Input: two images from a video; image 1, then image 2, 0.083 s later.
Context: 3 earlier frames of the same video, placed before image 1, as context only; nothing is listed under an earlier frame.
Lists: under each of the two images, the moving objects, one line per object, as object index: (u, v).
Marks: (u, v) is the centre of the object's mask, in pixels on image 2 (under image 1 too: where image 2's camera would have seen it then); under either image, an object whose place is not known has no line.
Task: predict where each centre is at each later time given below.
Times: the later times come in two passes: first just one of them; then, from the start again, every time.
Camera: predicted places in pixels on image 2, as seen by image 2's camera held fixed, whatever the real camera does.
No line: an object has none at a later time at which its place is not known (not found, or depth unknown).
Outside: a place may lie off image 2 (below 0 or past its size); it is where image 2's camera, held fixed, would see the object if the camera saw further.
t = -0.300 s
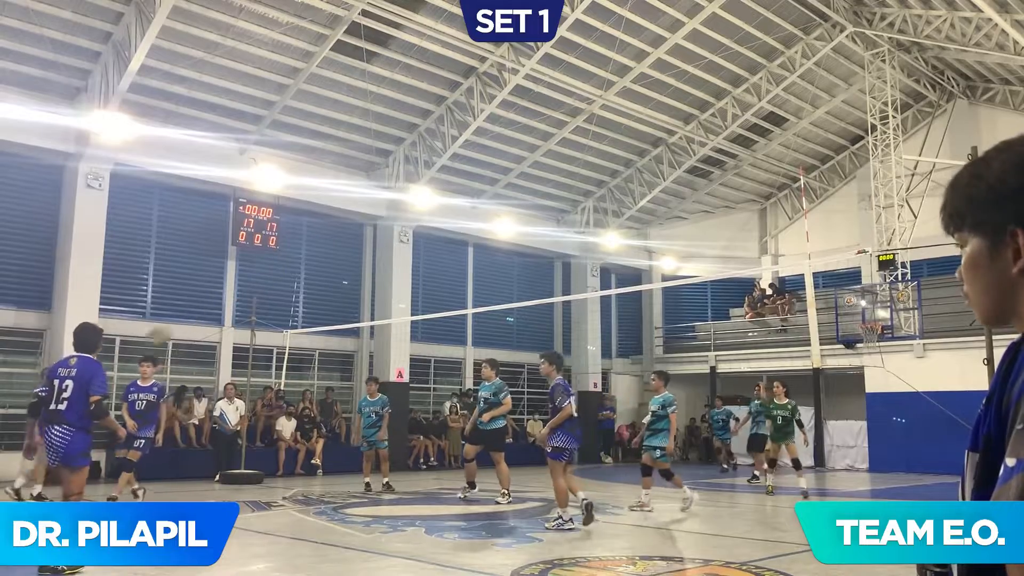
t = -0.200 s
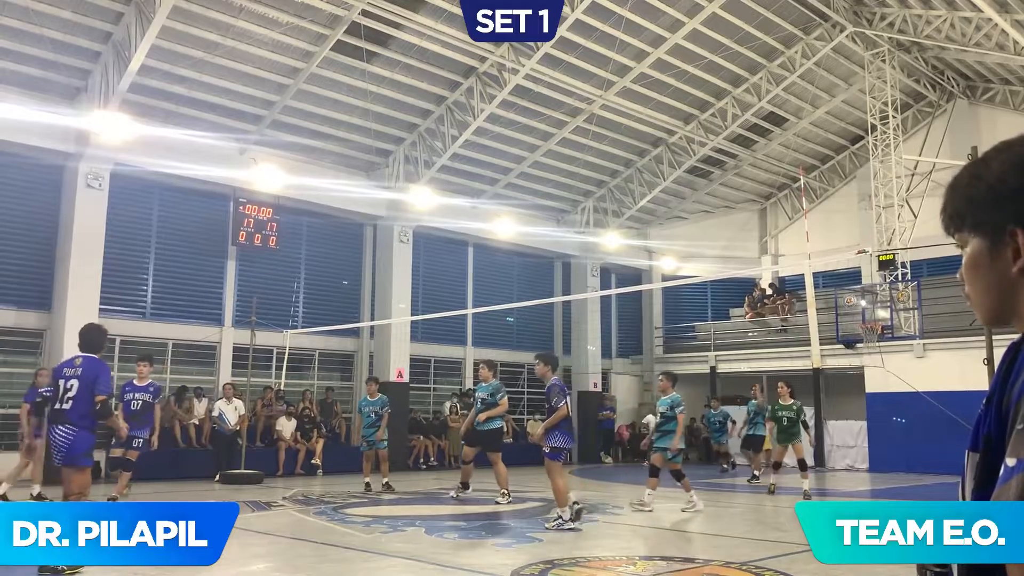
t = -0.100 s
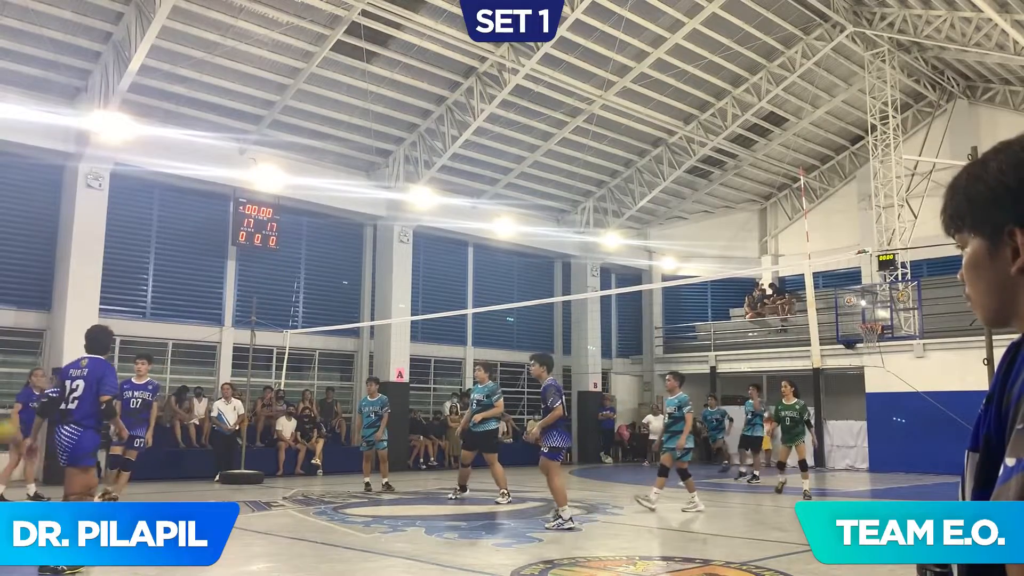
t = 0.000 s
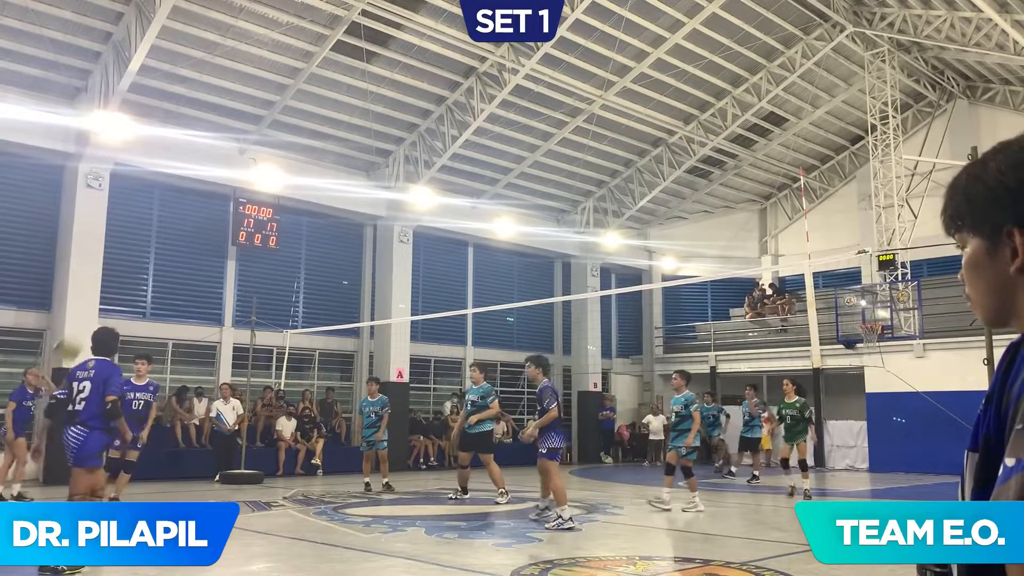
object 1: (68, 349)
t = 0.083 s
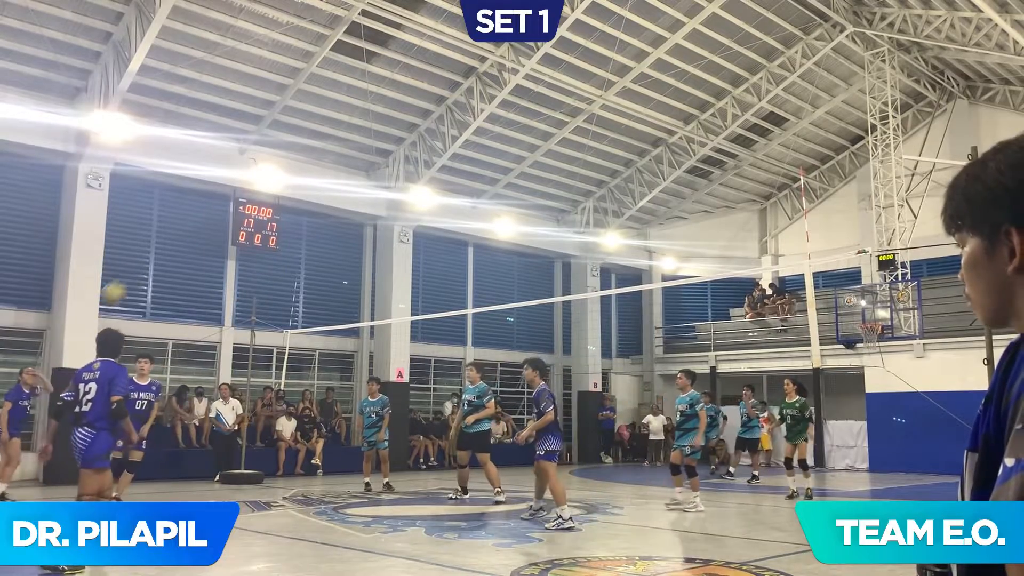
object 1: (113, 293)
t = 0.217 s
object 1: (182, 225)
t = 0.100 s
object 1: (123, 282)
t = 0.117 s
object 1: (131, 274)
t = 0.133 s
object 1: (139, 266)
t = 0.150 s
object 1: (147, 256)
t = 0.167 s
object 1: (158, 248)
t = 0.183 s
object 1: (165, 240)
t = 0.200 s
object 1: (173, 233)
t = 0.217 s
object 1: (182, 225)
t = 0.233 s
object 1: (189, 220)
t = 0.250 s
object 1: (197, 214)
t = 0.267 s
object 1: (205, 208)
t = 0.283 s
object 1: (214, 200)
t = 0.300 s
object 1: (220, 195)
